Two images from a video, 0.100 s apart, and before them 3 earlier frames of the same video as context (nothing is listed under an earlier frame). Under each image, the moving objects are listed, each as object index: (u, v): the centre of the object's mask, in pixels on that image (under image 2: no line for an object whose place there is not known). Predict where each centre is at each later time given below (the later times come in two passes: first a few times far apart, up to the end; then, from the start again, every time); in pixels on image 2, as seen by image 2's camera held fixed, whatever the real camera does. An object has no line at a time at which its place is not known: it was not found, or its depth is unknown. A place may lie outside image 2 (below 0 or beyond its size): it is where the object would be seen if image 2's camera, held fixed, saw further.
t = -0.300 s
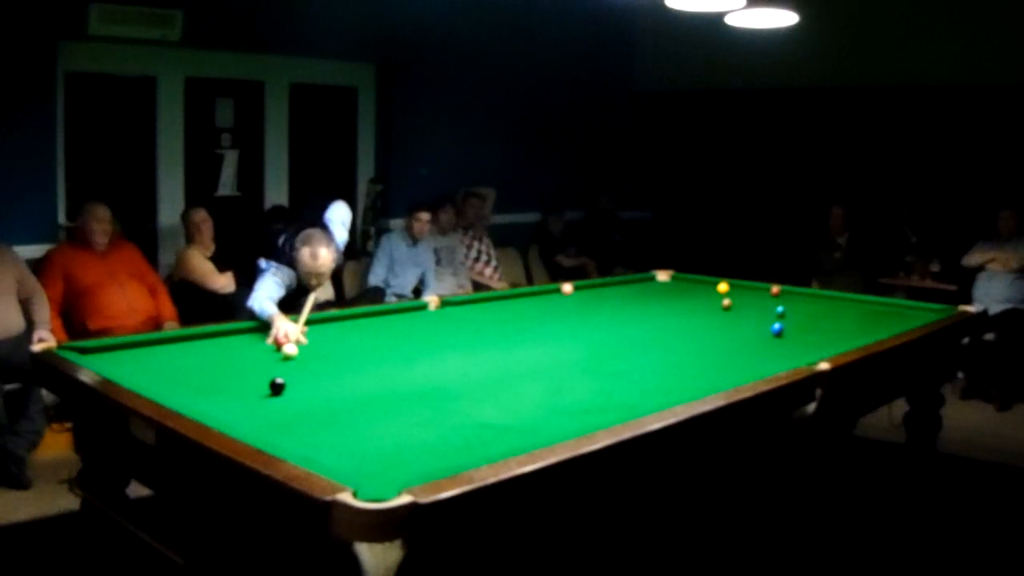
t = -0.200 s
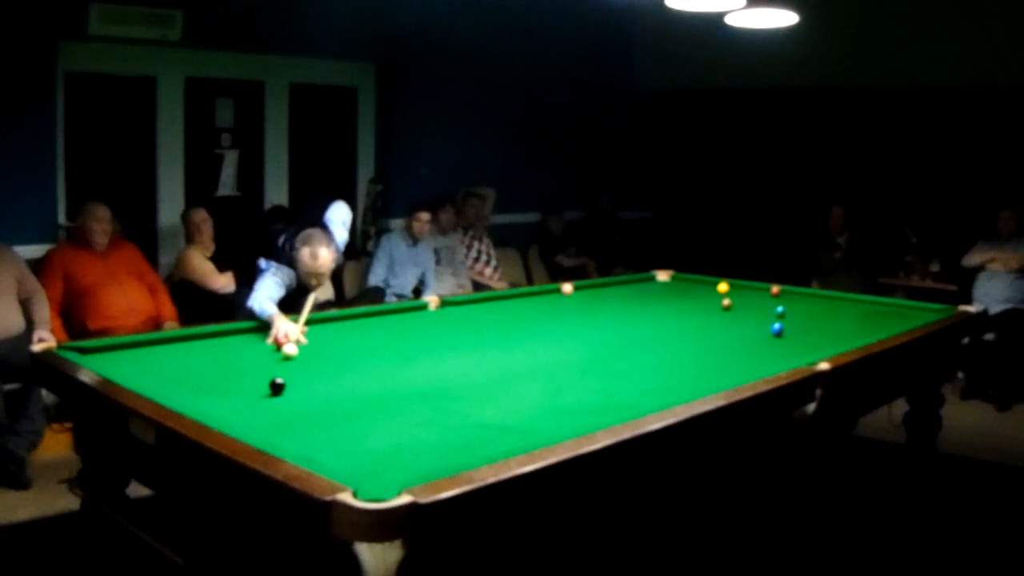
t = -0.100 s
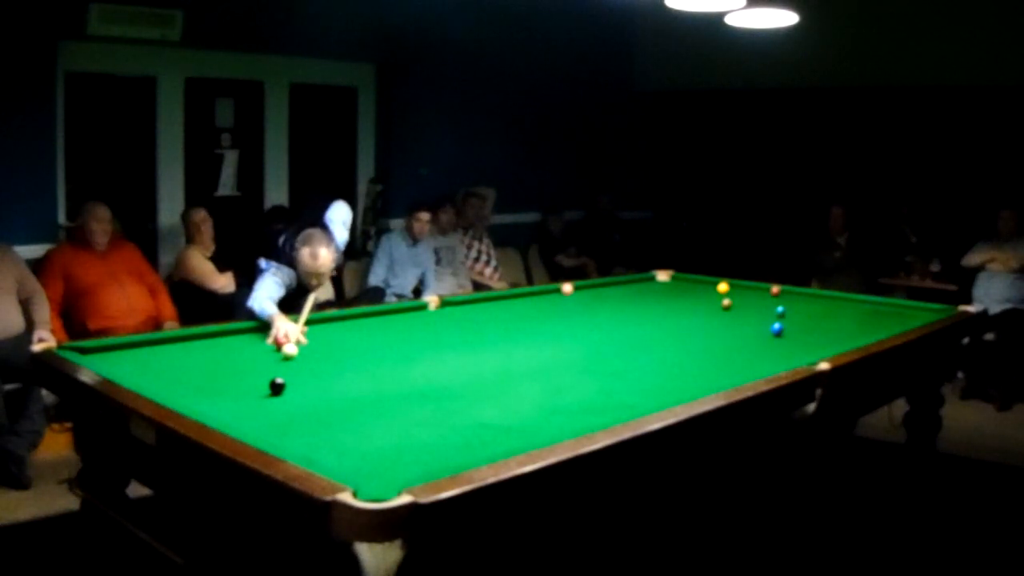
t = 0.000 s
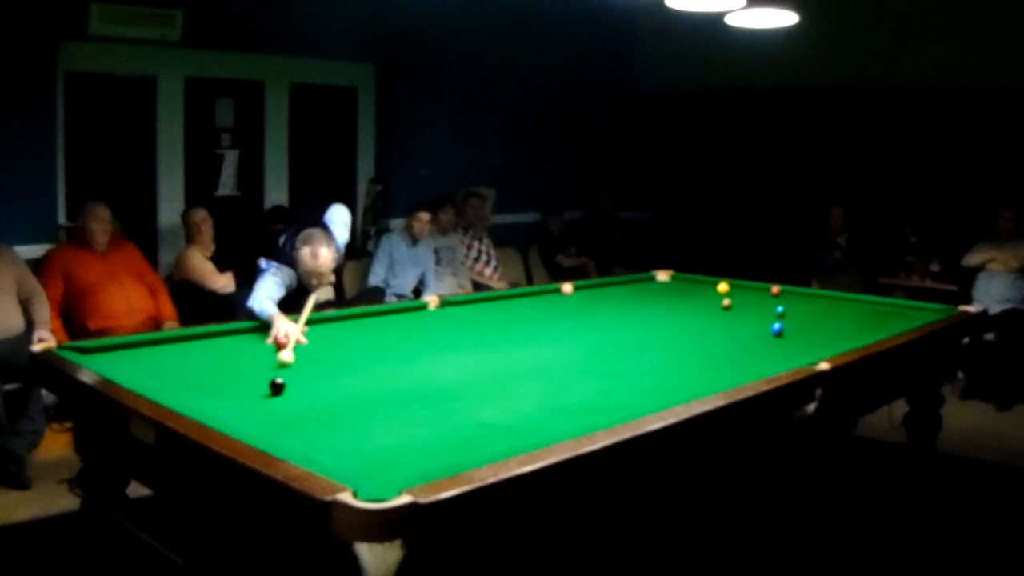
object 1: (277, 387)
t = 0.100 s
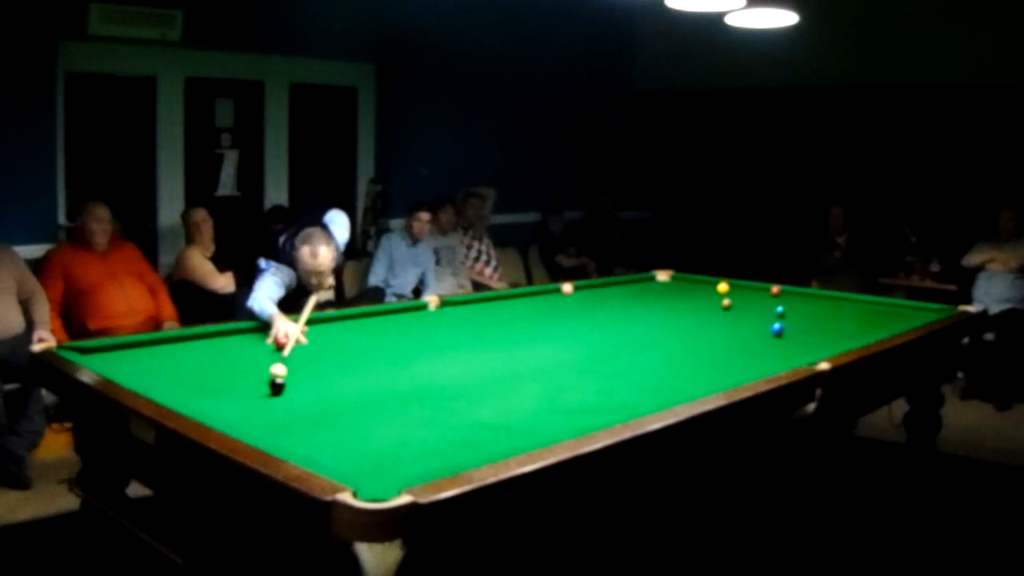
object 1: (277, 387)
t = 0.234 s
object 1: (287, 397)
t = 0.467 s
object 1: (316, 425)
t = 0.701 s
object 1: (347, 454)
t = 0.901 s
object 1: (378, 485)
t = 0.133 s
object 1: (276, 387)
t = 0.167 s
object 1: (277, 389)
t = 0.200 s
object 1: (282, 392)
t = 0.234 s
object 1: (287, 397)
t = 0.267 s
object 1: (292, 401)
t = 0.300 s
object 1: (296, 405)
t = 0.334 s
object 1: (300, 409)
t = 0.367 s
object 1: (304, 413)
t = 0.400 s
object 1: (308, 417)
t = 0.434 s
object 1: (312, 421)
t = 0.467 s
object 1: (316, 425)
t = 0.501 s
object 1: (320, 428)
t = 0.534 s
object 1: (325, 433)
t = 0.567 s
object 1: (329, 437)
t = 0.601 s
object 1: (333, 441)
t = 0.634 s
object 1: (338, 445)
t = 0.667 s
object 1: (342, 450)
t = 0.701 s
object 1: (347, 454)
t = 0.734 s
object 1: (352, 458)
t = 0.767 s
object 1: (357, 462)
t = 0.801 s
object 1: (362, 468)
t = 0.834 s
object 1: (367, 473)
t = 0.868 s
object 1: (372, 479)
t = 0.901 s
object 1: (378, 485)
